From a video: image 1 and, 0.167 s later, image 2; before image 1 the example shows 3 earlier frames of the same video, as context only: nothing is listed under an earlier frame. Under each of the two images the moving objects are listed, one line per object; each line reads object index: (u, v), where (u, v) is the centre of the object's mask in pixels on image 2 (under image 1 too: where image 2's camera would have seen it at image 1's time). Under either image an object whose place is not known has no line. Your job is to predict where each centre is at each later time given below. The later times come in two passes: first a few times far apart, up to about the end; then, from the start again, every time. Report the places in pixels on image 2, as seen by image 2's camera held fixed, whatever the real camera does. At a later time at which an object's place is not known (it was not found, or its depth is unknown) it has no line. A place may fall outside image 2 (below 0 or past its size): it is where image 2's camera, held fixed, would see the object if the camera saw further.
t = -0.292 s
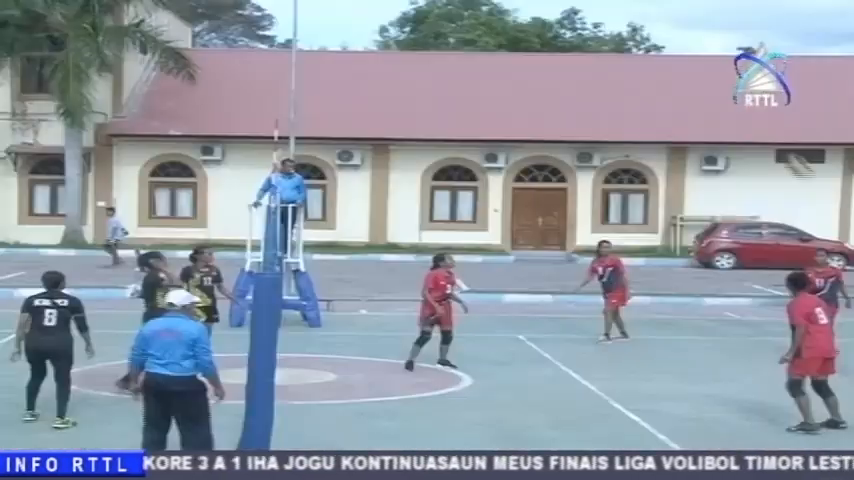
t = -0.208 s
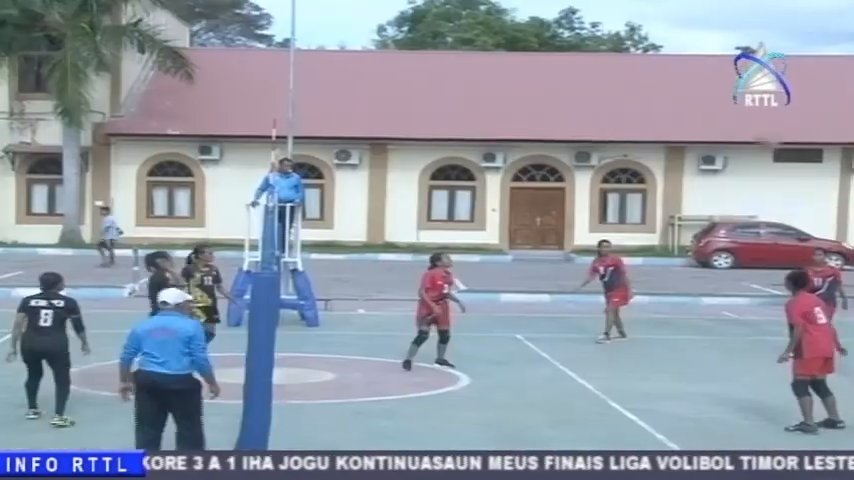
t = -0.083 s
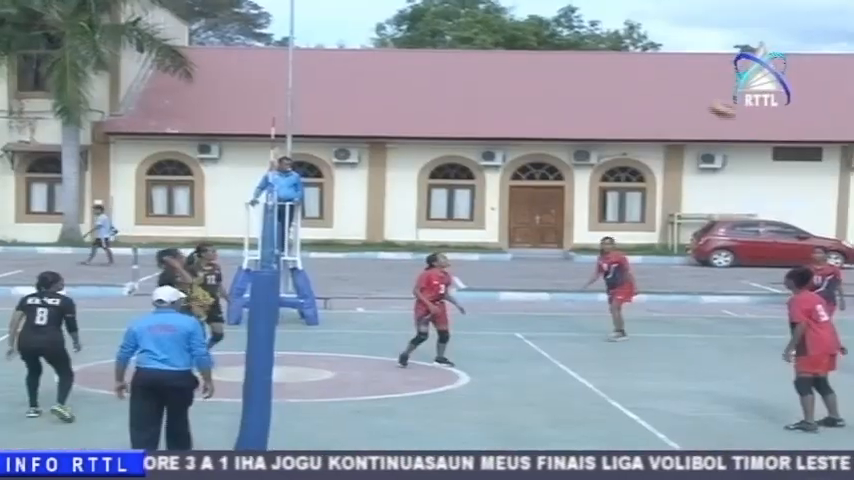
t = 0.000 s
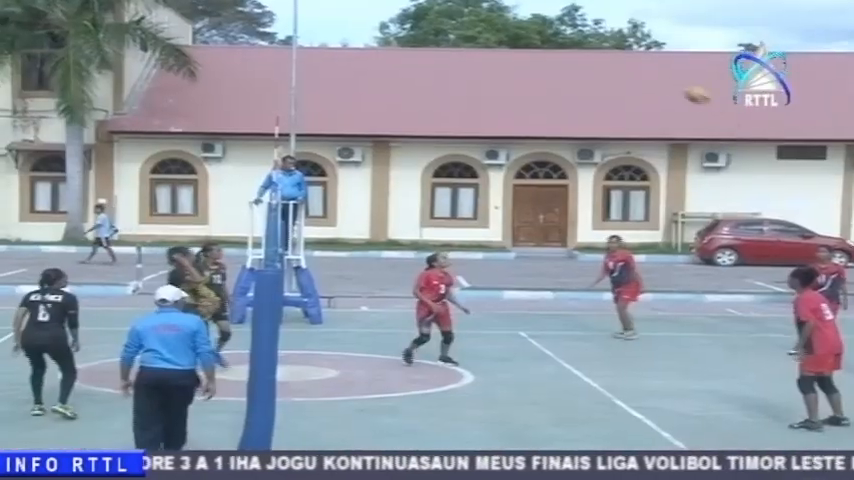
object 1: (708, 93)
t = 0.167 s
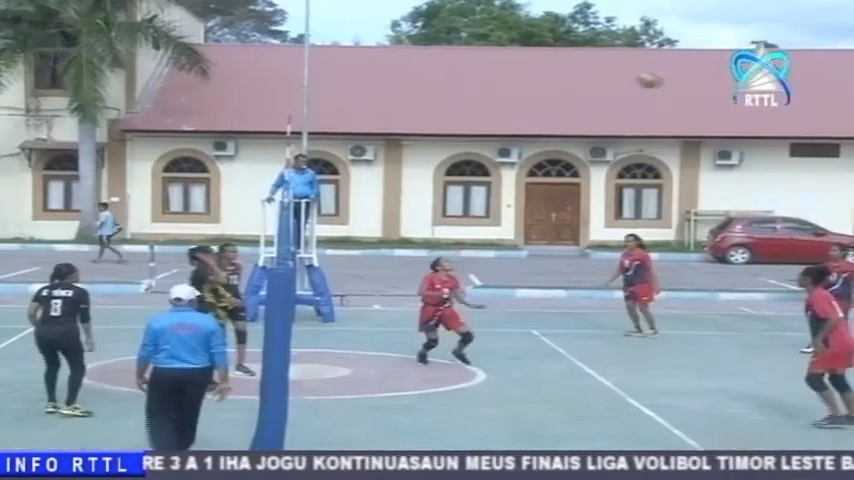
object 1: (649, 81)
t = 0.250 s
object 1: (622, 83)
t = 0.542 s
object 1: (518, 128)
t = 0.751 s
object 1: (446, 193)
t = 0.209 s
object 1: (635, 81)
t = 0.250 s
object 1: (622, 83)
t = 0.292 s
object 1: (607, 84)
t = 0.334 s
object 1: (592, 89)
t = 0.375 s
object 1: (576, 93)
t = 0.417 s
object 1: (563, 98)
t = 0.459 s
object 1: (549, 106)
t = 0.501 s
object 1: (534, 115)
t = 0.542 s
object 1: (518, 128)
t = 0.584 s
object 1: (503, 137)
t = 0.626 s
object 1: (490, 146)
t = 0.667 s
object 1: (474, 160)
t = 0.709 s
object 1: (459, 173)
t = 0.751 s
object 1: (446, 193)
